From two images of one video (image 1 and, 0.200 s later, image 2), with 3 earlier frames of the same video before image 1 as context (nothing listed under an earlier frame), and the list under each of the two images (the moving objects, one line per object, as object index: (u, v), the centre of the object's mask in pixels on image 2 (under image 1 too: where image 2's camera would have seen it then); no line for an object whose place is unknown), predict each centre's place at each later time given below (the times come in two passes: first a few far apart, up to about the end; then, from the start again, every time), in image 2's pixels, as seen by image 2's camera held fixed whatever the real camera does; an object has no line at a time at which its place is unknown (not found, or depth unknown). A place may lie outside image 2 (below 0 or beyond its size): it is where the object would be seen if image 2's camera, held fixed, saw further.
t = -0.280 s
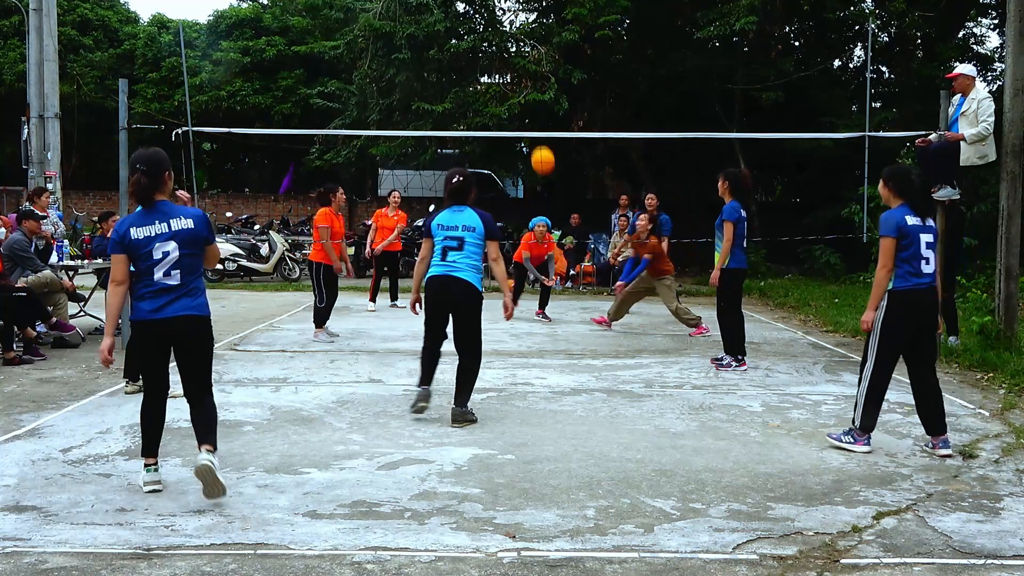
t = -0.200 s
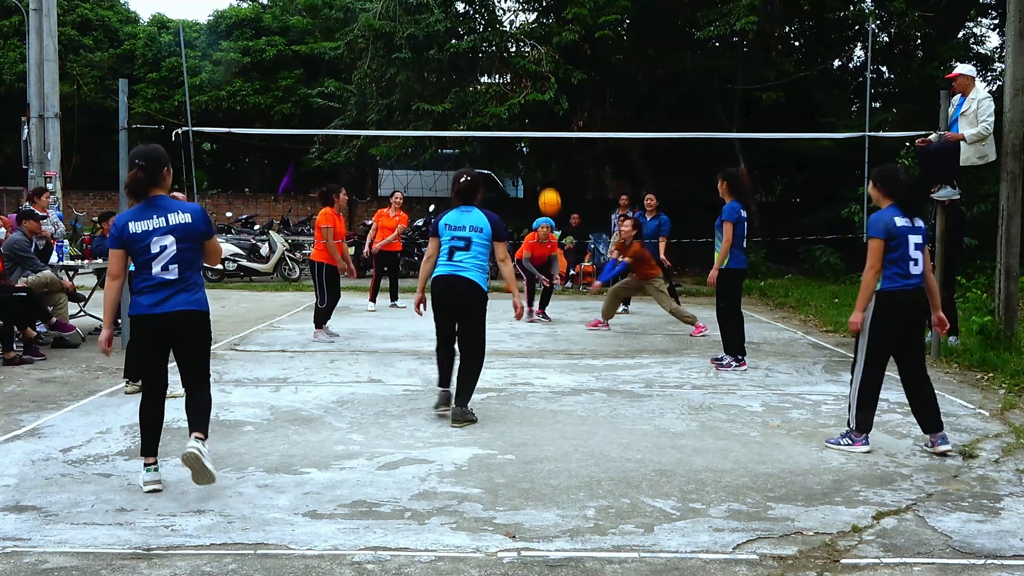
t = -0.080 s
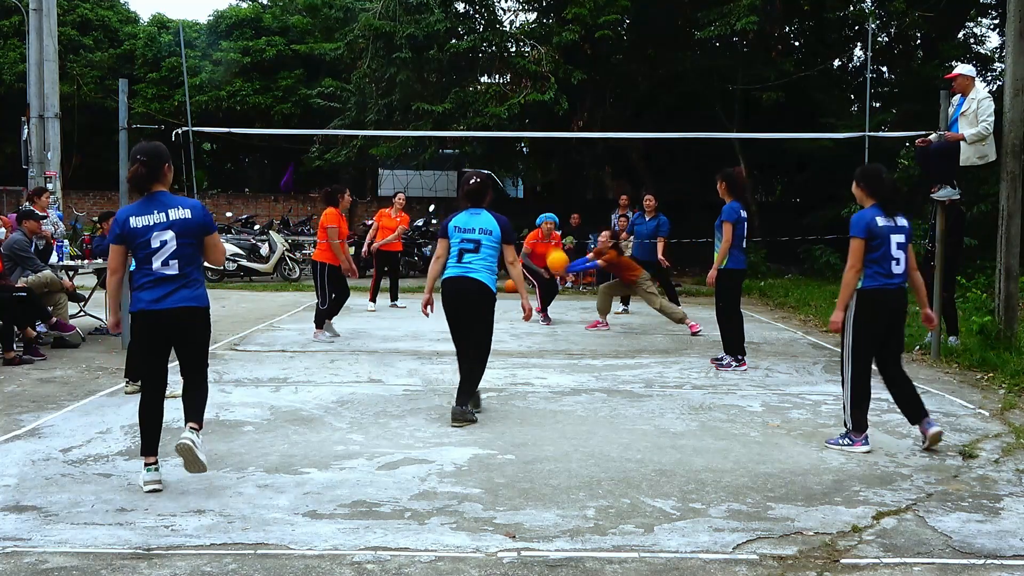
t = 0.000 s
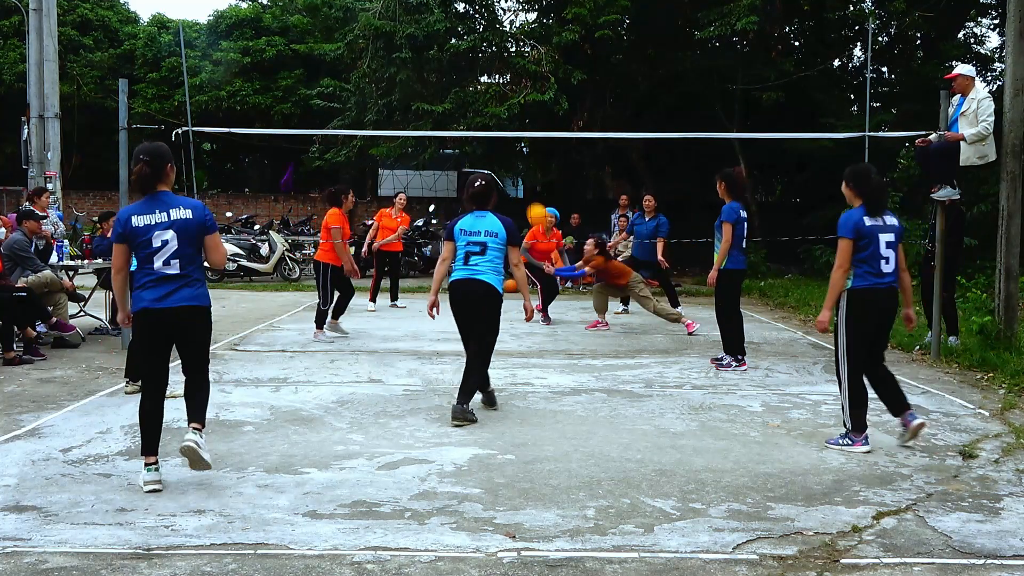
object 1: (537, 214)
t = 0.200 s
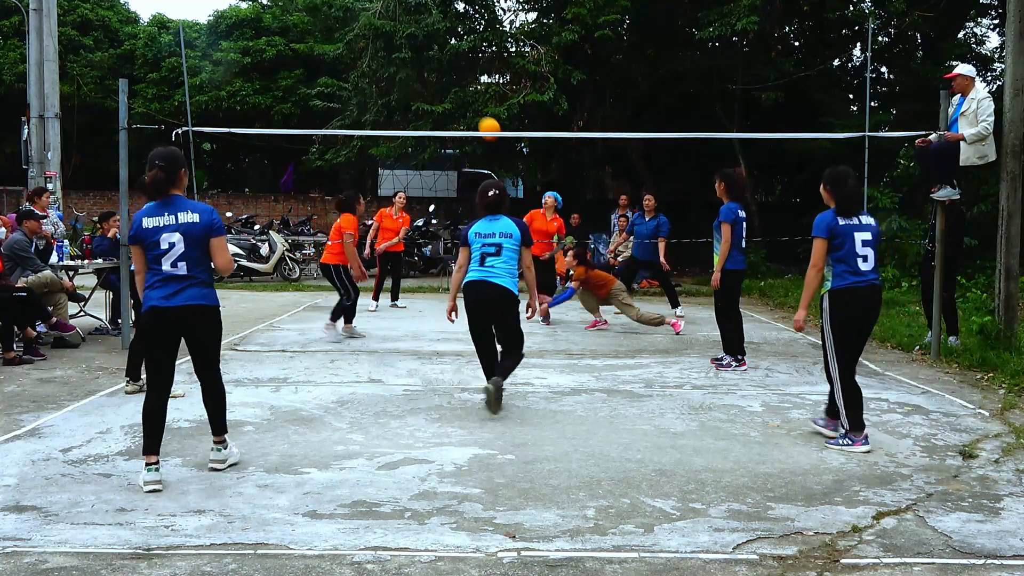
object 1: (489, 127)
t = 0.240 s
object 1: (480, 116)
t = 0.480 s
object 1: (425, 71)
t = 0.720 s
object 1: (374, 75)
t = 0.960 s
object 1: (327, 123)
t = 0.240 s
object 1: (480, 116)
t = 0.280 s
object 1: (471, 105)
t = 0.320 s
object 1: (461, 96)
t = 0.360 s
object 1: (452, 87)
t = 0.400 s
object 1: (443, 80)
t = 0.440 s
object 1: (434, 74)
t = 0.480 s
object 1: (425, 71)
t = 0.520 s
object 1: (417, 68)
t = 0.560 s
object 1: (408, 67)
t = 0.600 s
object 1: (399, 67)
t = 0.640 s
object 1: (391, 68)
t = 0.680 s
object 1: (382, 71)
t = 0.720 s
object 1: (374, 75)
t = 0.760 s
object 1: (366, 81)
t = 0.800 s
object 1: (358, 88)
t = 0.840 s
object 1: (350, 95)
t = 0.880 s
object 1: (342, 104)
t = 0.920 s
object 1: (335, 115)
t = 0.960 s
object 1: (327, 123)
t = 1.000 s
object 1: (319, 141)
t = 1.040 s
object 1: (312, 153)
